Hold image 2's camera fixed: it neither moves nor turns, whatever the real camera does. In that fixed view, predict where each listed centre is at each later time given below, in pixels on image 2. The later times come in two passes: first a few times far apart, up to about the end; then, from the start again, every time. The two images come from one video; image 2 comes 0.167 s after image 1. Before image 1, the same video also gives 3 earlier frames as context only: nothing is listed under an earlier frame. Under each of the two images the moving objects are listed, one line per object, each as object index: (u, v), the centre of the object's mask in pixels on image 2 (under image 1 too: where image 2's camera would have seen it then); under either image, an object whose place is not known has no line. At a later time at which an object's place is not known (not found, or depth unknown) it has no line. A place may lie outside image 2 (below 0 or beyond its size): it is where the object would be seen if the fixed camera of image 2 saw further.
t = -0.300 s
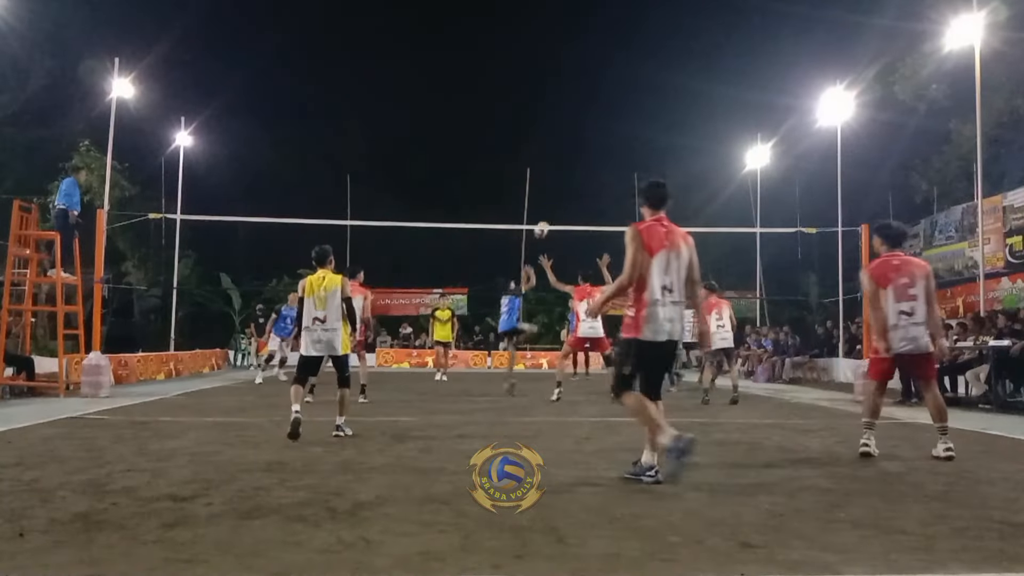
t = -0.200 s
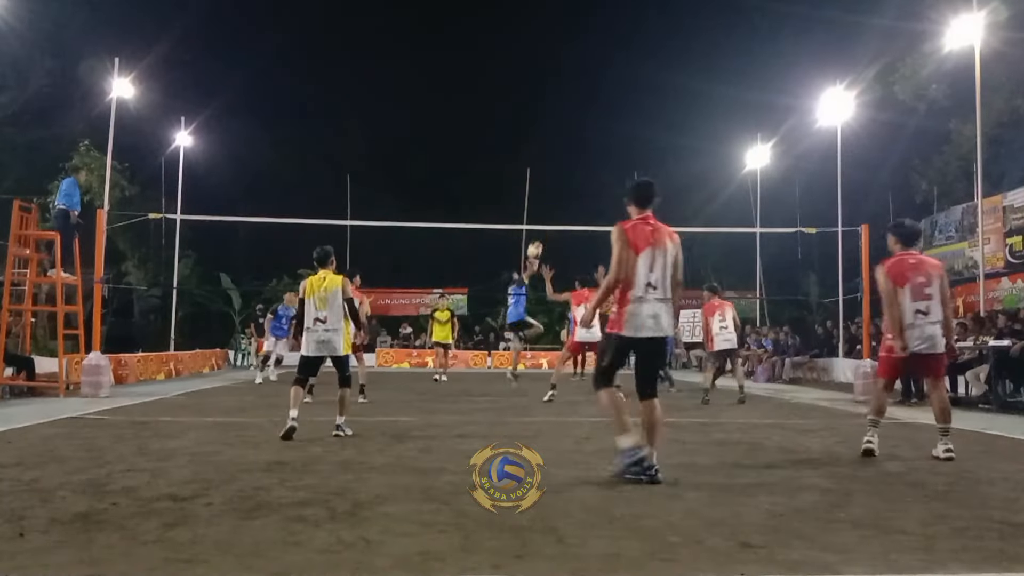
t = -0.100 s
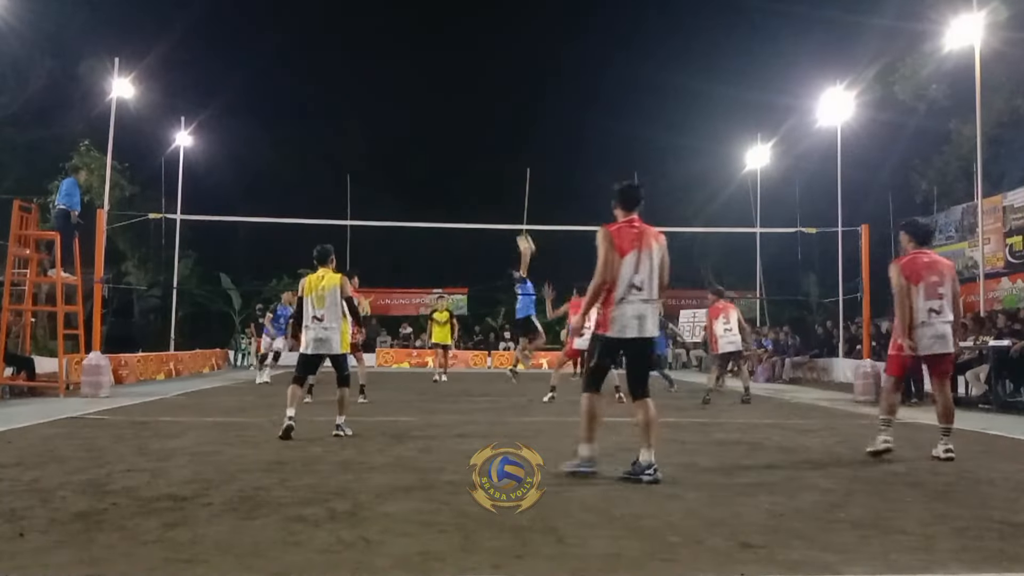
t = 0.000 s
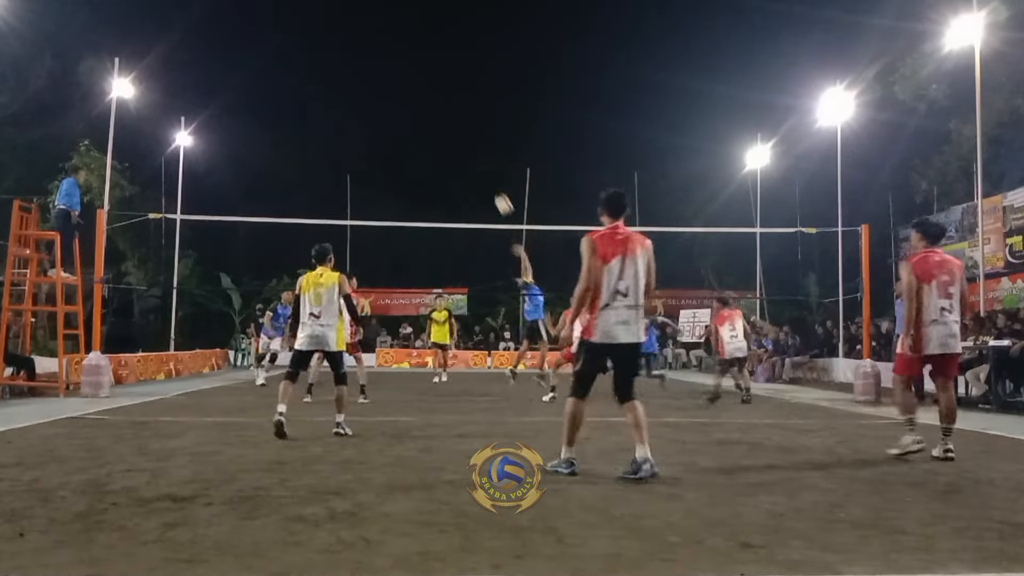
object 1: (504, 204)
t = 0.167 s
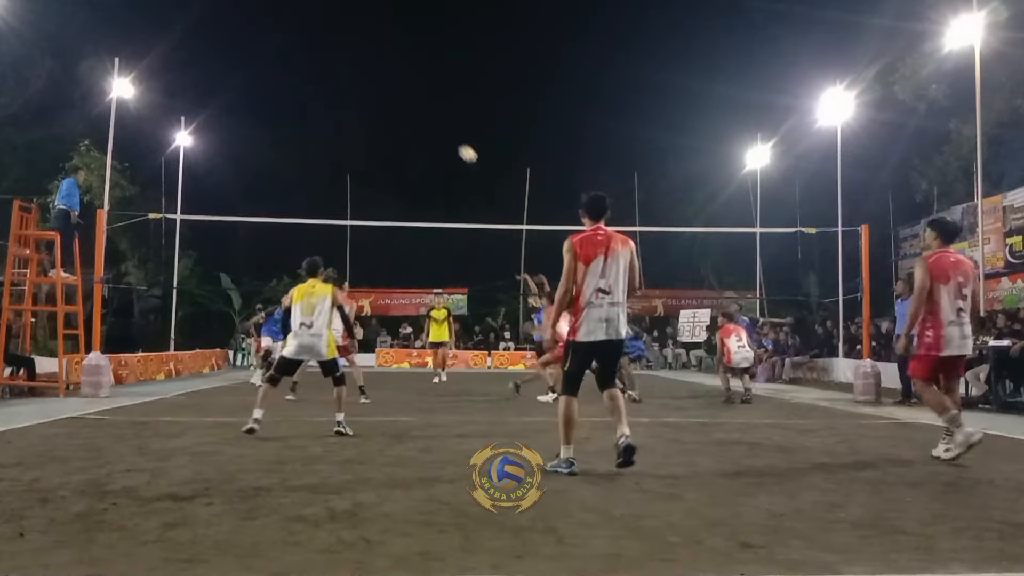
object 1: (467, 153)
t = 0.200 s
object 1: (459, 145)
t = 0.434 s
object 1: (409, 112)
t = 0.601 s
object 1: (373, 110)
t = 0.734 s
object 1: (344, 123)
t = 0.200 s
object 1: (459, 145)
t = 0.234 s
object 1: (453, 138)
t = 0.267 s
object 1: (445, 132)
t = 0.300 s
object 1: (438, 126)
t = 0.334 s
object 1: (431, 121)
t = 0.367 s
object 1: (423, 116)
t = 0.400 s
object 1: (416, 114)
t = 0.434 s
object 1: (409, 112)
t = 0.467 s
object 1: (401, 110)
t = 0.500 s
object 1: (395, 109)
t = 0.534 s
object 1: (388, 109)
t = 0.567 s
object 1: (380, 109)
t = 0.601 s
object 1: (373, 110)
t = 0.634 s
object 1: (365, 112)
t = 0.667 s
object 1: (358, 115)
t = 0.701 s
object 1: (352, 118)
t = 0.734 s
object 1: (344, 123)
